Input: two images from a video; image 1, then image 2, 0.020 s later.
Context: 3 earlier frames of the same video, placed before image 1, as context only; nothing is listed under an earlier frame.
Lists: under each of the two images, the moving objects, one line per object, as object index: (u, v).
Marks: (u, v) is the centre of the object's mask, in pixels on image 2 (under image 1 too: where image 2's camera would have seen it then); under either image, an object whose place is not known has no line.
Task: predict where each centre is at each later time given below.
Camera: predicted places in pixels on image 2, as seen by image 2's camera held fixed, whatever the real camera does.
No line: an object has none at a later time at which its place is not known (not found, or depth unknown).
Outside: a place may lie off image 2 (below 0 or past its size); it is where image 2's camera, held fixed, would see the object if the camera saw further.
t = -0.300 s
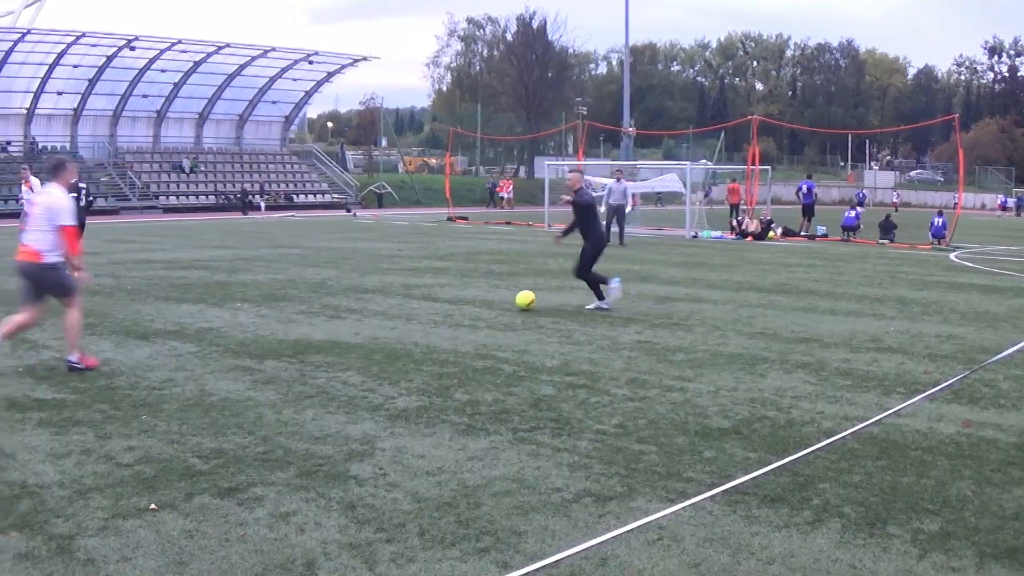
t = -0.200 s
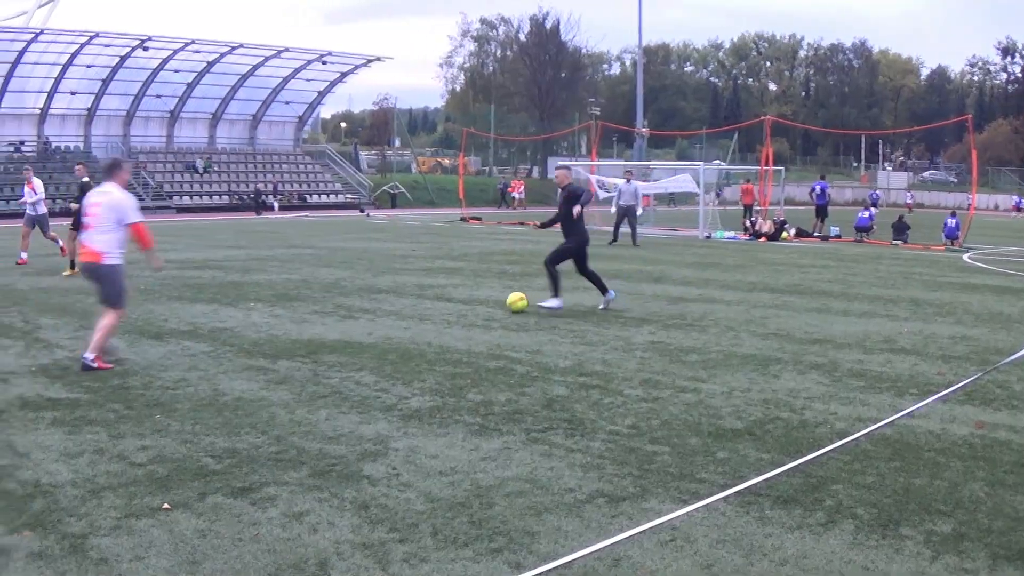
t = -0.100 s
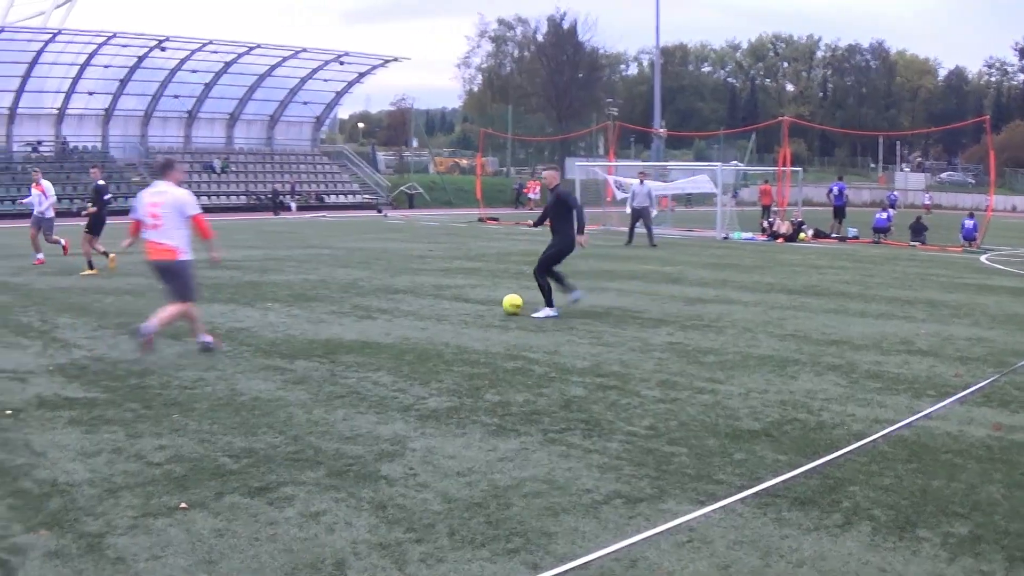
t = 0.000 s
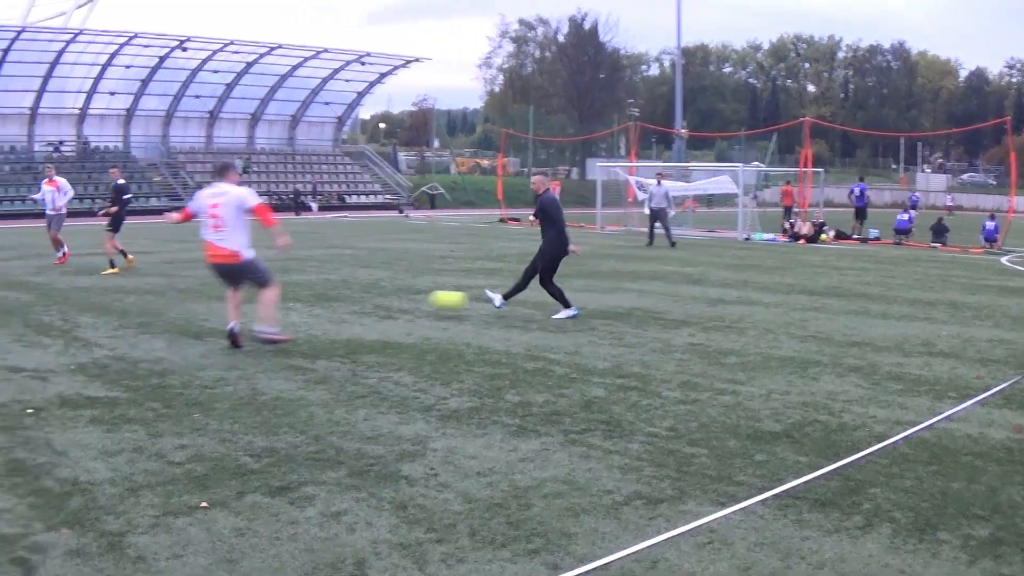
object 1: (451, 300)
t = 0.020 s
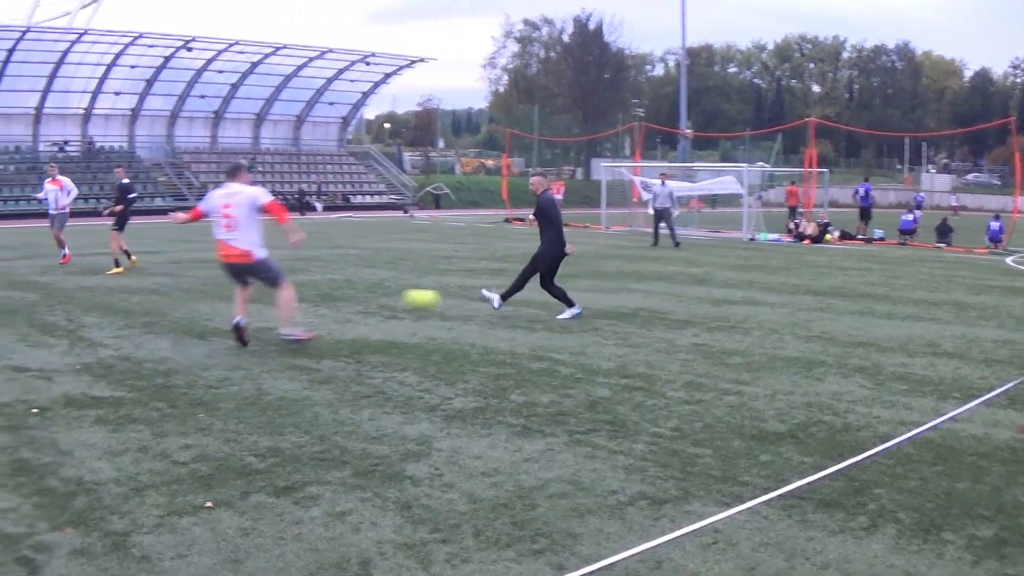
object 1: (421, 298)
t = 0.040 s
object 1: (390, 297)
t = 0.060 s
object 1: (360, 296)
